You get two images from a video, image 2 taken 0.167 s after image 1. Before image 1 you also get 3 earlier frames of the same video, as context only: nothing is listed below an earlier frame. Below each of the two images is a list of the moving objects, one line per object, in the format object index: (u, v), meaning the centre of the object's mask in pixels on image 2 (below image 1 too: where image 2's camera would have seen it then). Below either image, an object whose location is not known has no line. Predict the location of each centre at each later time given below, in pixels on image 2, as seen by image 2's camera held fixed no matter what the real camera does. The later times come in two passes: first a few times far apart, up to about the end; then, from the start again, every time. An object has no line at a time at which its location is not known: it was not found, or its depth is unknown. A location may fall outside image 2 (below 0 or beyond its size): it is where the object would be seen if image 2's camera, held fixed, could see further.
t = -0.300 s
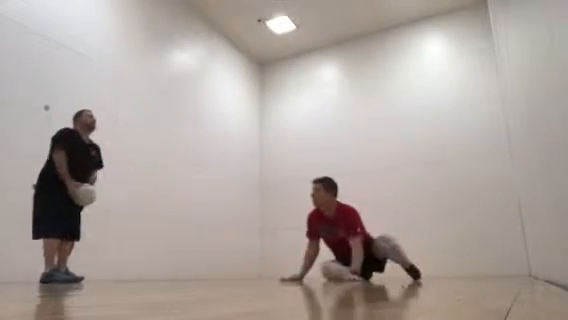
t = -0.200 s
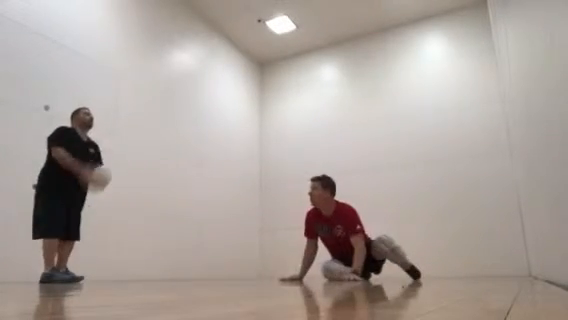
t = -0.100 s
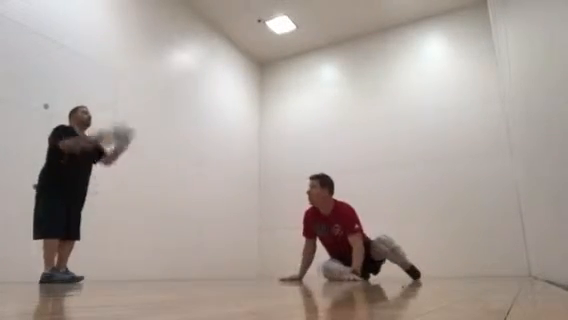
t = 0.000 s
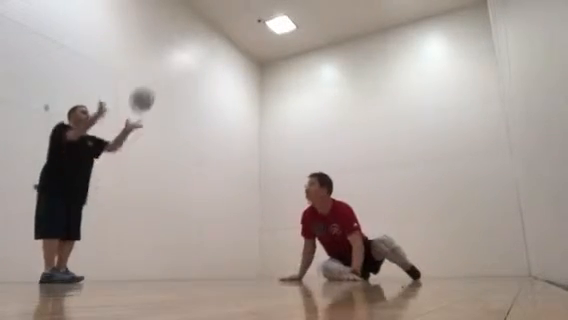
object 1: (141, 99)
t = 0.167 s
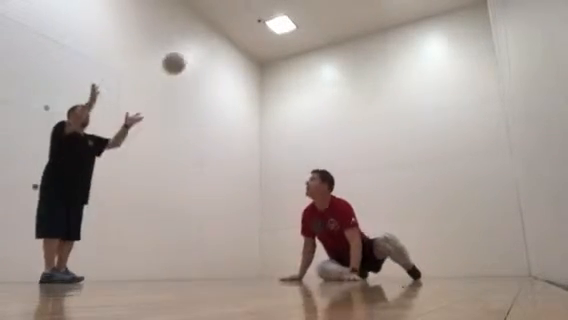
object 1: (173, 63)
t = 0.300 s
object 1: (197, 53)
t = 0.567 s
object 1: (245, 83)
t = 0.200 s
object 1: (179, 59)
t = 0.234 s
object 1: (186, 56)
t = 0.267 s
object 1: (191, 54)
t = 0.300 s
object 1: (197, 53)
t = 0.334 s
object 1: (203, 53)
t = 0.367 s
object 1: (209, 54)
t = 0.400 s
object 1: (215, 56)
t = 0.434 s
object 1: (221, 60)
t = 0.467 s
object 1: (226, 64)
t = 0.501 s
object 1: (232, 69)
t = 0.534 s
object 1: (238, 76)
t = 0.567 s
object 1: (245, 83)
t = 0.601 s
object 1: (251, 92)
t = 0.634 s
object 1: (257, 103)
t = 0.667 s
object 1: (263, 113)
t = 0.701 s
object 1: (269, 125)
